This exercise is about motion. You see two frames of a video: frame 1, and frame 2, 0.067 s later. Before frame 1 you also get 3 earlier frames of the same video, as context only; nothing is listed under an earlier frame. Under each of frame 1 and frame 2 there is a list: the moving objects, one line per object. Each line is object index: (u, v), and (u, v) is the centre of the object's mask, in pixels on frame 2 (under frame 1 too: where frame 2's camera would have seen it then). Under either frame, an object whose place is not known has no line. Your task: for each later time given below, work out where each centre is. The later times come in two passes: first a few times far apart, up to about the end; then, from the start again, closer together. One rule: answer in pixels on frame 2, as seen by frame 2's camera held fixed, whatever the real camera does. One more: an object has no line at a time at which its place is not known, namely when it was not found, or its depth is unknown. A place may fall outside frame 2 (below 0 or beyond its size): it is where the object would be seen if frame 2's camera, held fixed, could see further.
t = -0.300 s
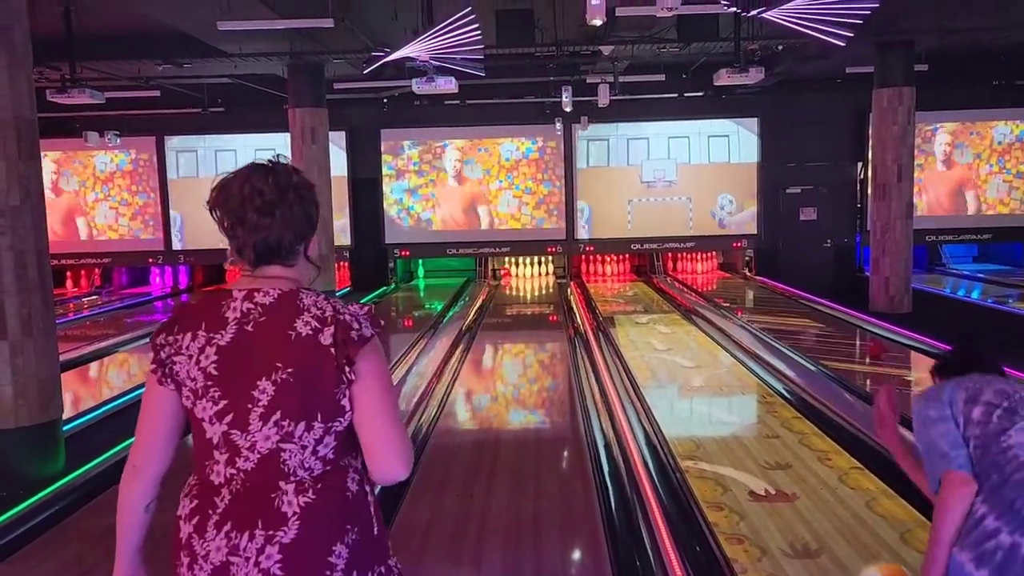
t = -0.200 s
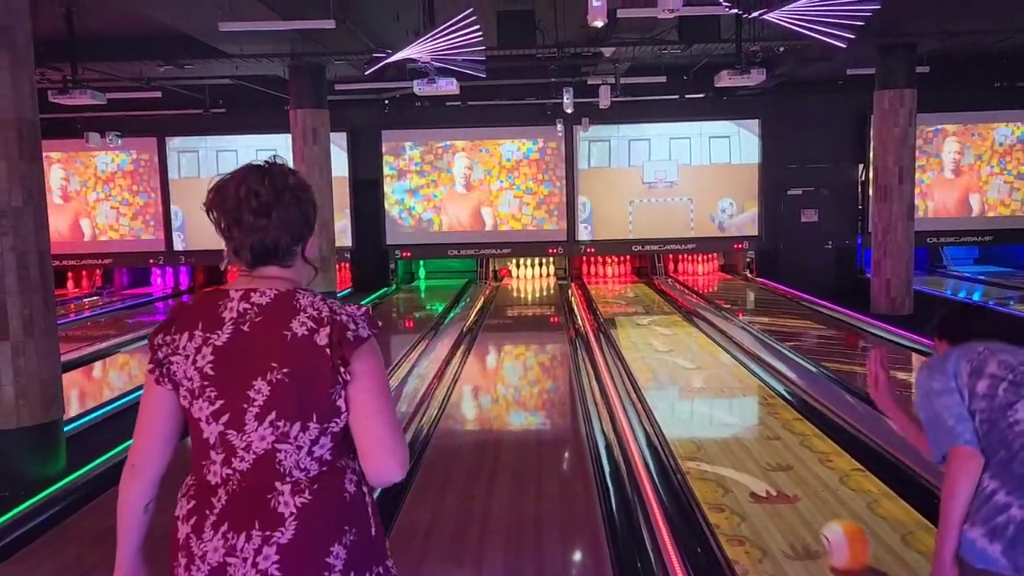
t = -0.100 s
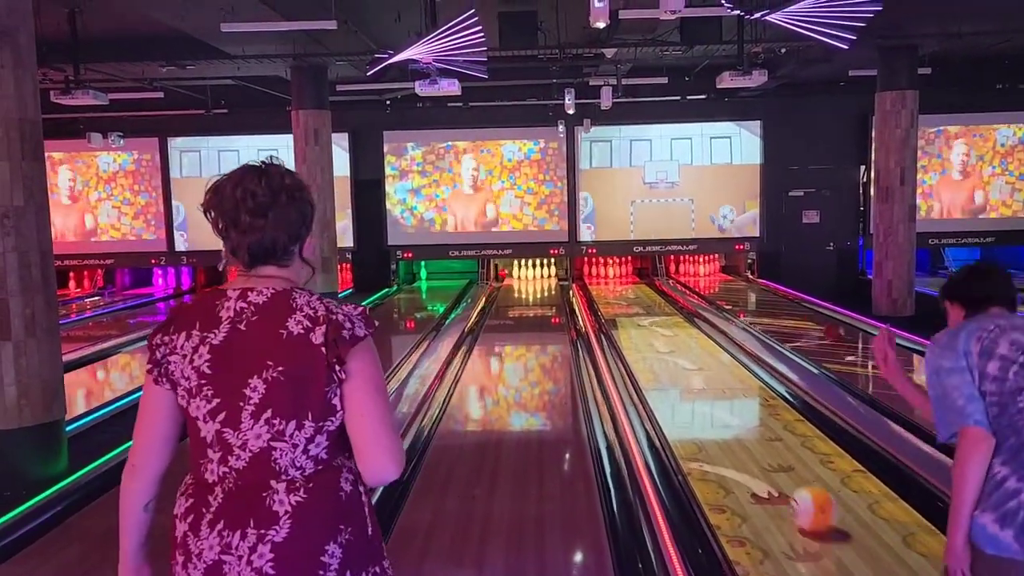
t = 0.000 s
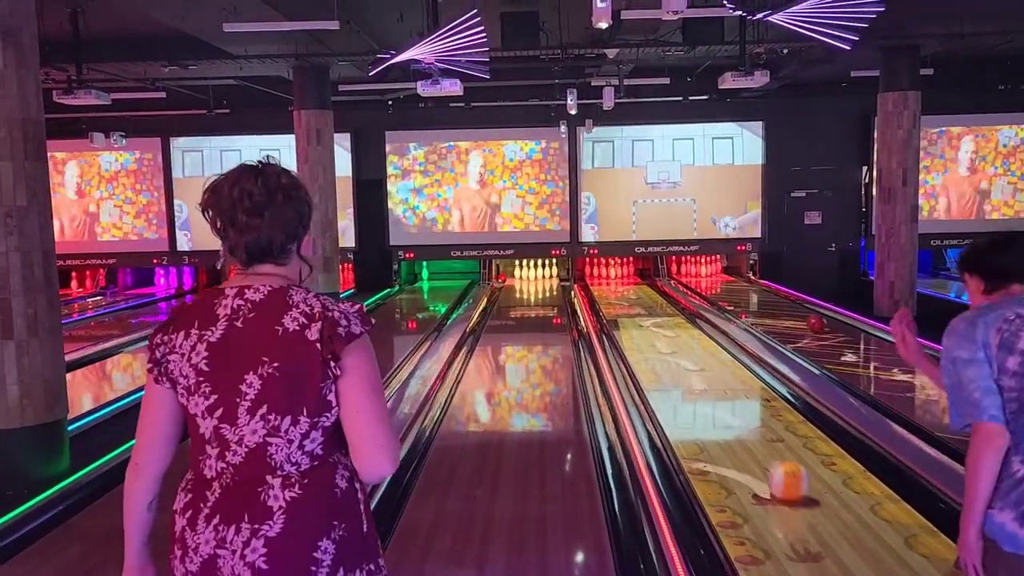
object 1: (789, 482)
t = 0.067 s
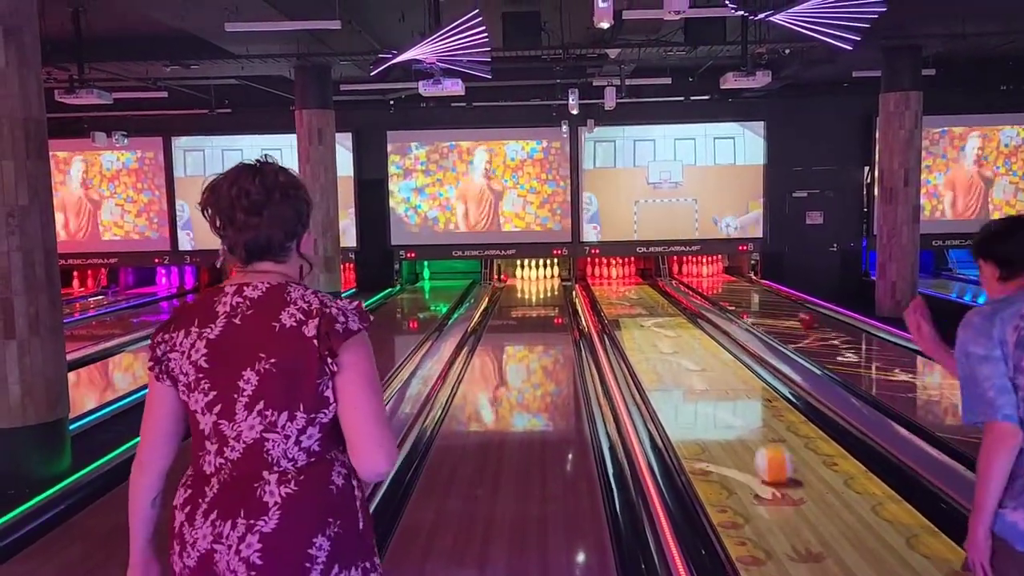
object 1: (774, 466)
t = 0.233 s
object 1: (743, 431)
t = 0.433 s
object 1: (714, 399)
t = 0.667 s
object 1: (691, 373)
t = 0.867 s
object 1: (677, 358)
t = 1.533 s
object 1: (644, 317)
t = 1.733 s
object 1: (638, 311)
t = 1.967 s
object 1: (632, 302)
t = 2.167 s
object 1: (628, 297)
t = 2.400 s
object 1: (625, 290)
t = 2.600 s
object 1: (623, 286)
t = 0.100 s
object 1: (767, 457)
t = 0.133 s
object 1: (761, 450)
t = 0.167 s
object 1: (755, 444)
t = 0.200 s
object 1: (749, 437)
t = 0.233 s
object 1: (743, 431)
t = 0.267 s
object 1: (738, 426)
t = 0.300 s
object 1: (732, 419)
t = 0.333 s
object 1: (728, 413)
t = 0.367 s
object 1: (723, 408)
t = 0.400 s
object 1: (719, 403)
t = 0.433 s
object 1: (714, 399)
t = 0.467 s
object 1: (711, 395)
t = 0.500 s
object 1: (707, 392)
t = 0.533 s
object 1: (706, 387)
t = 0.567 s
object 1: (701, 383)
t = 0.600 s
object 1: (697, 380)
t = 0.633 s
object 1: (694, 376)
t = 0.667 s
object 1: (691, 373)
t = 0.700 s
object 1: (689, 371)
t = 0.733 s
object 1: (685, 367)
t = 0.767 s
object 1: (683, 364)
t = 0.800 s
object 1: (682, 363)
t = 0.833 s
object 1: (679, 361)
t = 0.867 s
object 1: (677, 358)
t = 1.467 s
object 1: (647, 320)
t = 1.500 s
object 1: (646, 319)
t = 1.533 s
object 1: (644, 317)
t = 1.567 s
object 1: (643, 316)
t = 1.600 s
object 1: (642, 315)
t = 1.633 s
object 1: (641, 313)
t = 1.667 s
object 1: (640, 312)
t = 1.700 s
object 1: (639, 311)
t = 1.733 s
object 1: (638, 311)
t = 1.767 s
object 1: (636, 307)
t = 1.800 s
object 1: (636, 307)
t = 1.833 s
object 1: (635, 307)
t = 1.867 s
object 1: (635, 306)
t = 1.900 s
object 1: (634, 304)
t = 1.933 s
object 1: (632, 303)
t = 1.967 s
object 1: (632, 302)
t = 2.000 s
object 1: (632, 301)
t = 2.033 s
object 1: (631, 300)
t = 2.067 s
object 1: (630, 299)
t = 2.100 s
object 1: (631, 298)
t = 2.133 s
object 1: (629, 297)
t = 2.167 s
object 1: (628, 297)
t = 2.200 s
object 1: (627, 295)
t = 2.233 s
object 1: (628, 295)
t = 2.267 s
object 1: (628, 293)
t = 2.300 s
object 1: (627, 293)
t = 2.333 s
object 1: (626, 292)
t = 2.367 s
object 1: (626, 291)
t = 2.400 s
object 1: (625, 290)
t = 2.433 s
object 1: (625, 290)
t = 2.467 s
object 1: (624, 289)
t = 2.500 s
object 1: (624, 288)
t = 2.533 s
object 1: (624, 288)
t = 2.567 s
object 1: (623, 287)
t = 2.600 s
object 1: (623, 286)
